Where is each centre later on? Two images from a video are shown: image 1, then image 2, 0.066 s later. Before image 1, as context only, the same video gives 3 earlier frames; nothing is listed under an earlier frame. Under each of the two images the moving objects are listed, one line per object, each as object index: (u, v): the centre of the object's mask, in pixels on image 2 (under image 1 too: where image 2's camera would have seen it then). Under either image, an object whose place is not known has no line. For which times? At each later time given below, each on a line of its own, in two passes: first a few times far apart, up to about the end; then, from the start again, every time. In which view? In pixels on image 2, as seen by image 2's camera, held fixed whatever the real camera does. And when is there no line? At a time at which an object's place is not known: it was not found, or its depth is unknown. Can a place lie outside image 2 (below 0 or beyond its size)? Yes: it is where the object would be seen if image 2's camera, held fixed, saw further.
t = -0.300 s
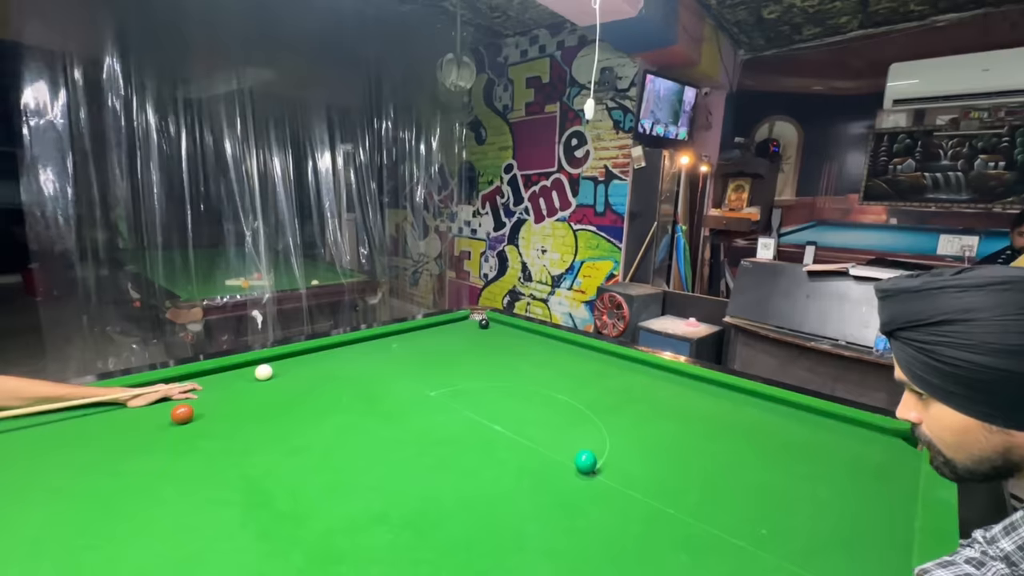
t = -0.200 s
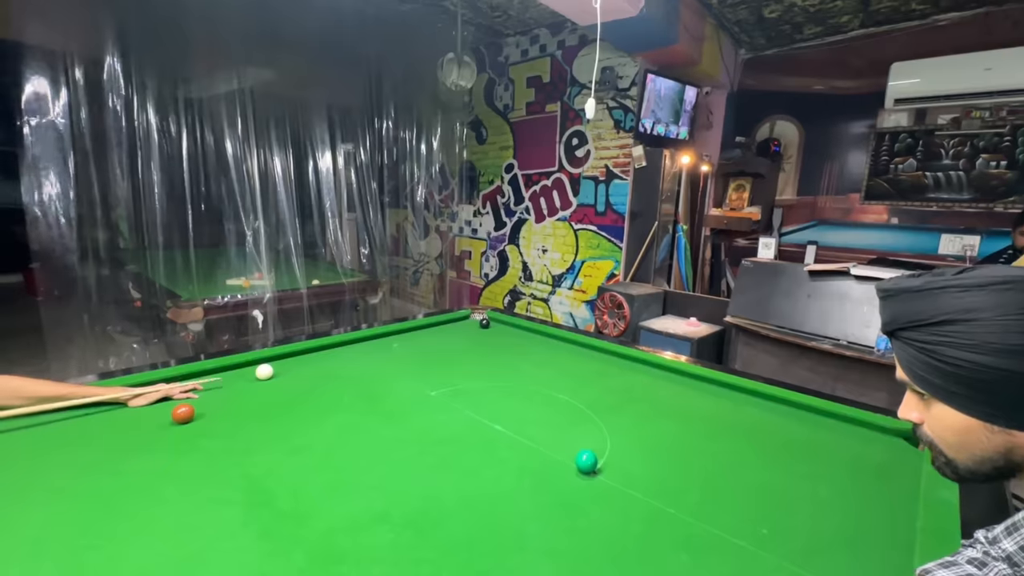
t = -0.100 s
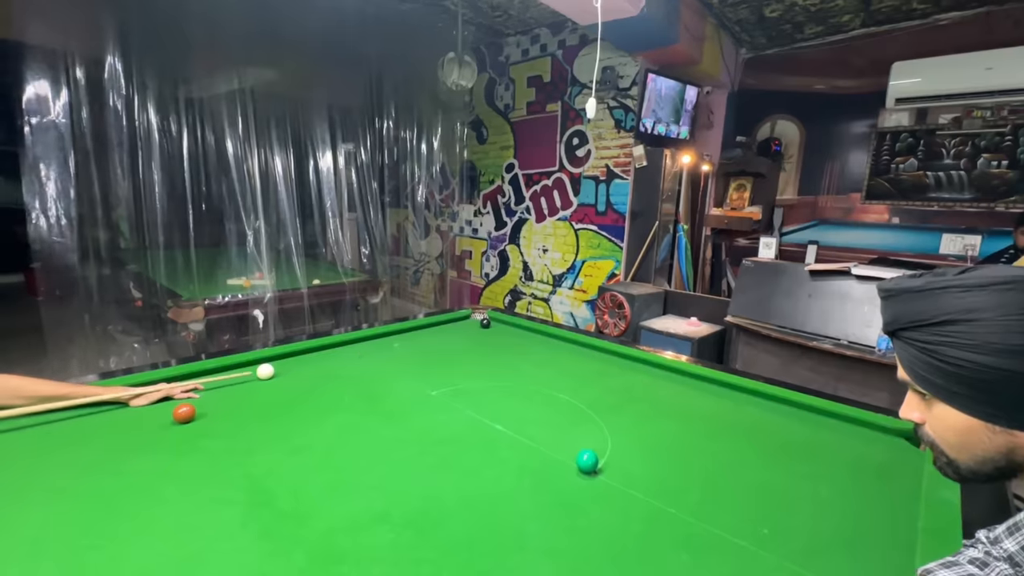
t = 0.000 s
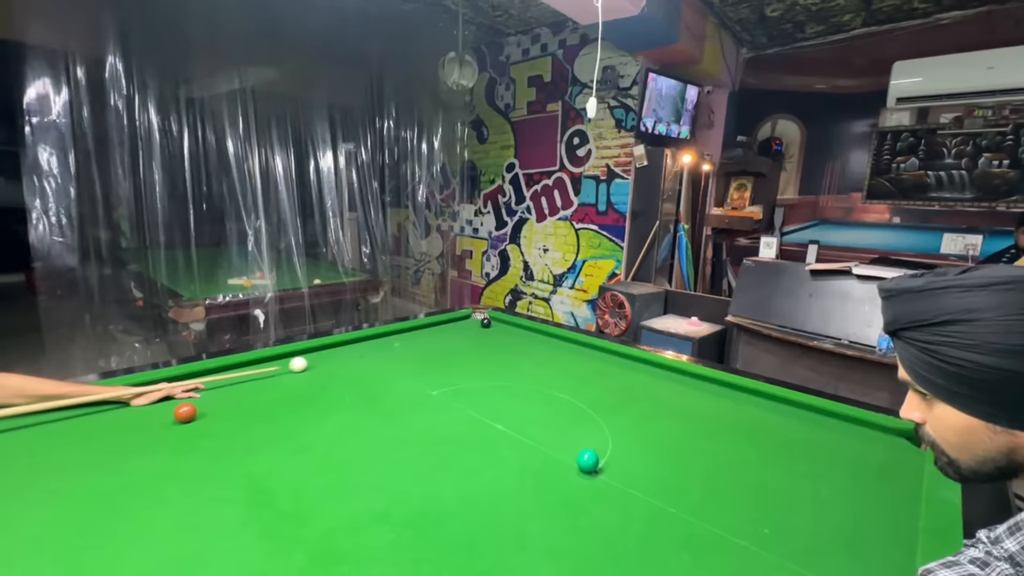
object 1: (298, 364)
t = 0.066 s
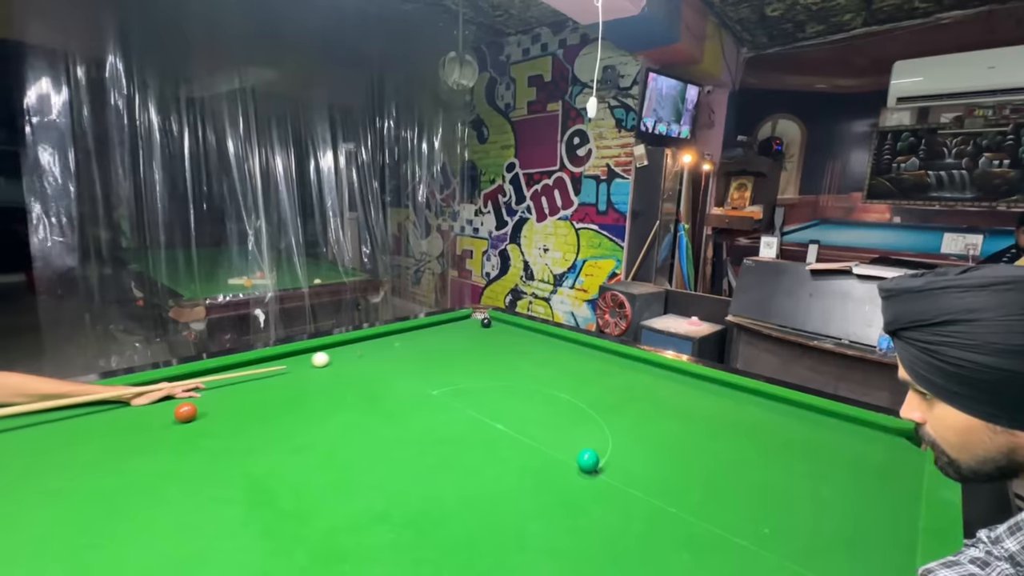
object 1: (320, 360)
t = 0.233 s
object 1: (368, 349)
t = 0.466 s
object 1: (424, 338)
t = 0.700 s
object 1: (469, 328)
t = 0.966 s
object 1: (511, 324)
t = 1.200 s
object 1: (510, 332)
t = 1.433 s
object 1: (505, 340)
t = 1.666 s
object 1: (501, 349)
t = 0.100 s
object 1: (331, 357)
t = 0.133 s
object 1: (340, 355)
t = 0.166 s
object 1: (350, 353)
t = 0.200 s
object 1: (359, 352)
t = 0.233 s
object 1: (368, 349)
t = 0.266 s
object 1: (378, 348)
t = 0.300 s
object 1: (386, 346)
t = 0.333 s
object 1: (394, 344)
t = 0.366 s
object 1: (402, 343)
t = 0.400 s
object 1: (410, 341)
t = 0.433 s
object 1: (417, 339)
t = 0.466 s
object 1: (424, 338)
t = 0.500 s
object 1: (431, 337)
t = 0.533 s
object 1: (438, 335)
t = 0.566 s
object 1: (444, 334)
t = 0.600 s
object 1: (451, 332)
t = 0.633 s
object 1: (457, 331)
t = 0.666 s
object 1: (463, 330)
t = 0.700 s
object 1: (469, 328)
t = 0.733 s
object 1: (475, 327)
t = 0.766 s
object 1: (481, 326)
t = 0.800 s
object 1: (486, 325)
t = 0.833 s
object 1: (491, 325)
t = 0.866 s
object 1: (496, 325)
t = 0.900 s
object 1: (501, 325)
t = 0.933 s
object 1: (507, 324)
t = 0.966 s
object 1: (511, 324)
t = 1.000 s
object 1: (513, 325)
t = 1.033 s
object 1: (512, 326)
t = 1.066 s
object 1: (512, 327)
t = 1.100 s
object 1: (511, 328)
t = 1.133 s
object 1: (511, 329)
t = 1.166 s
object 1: (510, 331)
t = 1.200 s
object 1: (510, 332)
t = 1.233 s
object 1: (509, 333)
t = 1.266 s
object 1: (508, 334)
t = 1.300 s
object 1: (508, 335)
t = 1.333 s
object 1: (507, 336)
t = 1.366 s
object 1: (507, 337)
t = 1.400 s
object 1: (506, 339)
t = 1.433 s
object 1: (505, 340)
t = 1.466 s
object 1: (505, 341)
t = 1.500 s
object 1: (504, 342)
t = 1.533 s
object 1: (504, 344)
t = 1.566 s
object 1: (503, 345)
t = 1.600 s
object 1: (502, 346)
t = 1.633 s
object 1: (502, 347)
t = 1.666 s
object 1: (501, 349)
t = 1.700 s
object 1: (501, 350)
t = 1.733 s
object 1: (500, 351)
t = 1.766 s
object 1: (500, 353)
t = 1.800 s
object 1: (500, 354)
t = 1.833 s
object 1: (499, 355)
